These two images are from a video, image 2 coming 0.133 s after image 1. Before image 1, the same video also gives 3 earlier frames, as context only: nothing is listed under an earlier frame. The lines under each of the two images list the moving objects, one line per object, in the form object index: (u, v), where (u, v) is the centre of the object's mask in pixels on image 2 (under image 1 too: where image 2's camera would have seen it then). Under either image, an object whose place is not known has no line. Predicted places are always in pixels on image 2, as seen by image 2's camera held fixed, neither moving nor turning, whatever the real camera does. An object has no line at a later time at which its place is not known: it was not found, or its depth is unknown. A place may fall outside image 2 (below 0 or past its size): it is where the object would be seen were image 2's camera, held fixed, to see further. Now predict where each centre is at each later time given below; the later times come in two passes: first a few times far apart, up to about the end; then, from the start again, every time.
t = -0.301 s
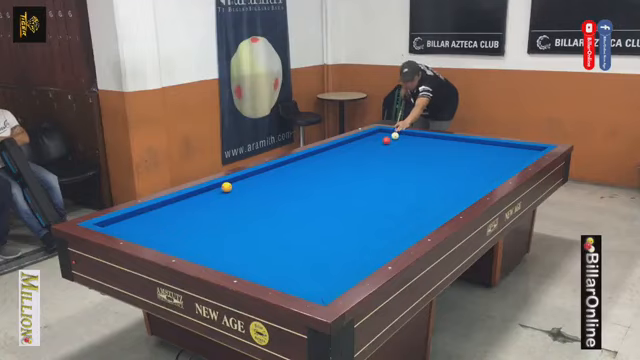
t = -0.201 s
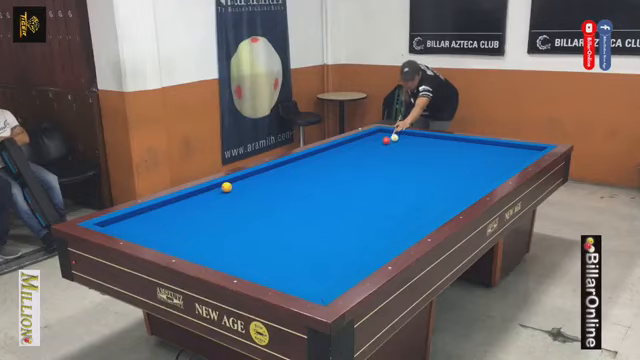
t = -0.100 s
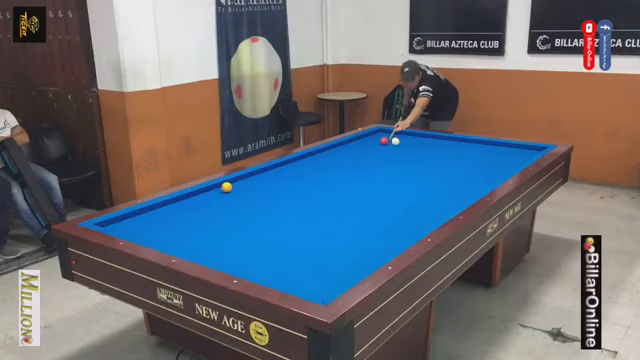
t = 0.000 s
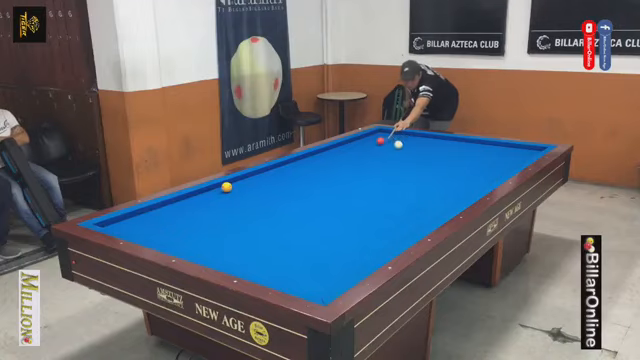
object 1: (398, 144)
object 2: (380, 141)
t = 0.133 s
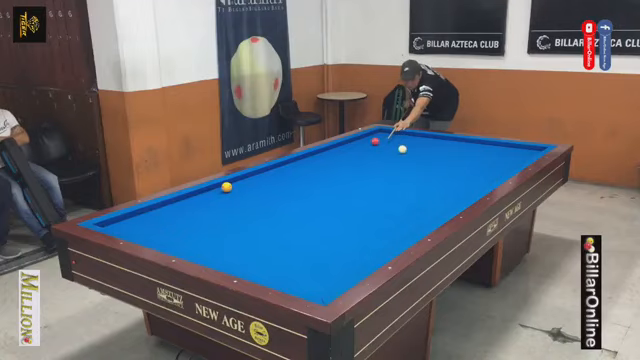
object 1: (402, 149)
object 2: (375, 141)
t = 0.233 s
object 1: (405, 152)
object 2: (371, 142)
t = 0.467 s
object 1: (413, 162)
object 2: (362, 142)
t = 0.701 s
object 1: (423, 172)
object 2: (354, 143)
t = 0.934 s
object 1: (433, 183)
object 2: (346, 144)
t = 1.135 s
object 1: (443, 195)
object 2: (339, 144)
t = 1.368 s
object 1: (448, 207)
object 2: (338, 146)
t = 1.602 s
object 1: (416, 214)
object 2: (337, 146)
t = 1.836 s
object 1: (383, 220)
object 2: (337, 147)
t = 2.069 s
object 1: (350, 226)
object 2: (337, 148)
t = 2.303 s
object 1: (315, 233)
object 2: (336, 149)
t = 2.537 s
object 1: (278, 241)
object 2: (336, 150)
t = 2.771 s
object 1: (239, 248)
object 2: (336, 151)
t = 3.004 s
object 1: (200, 254)
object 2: (336, 152)
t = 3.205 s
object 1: (199, 246)
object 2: (336, 153)
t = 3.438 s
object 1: (199, 235)
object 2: (336, 153)
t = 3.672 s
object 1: (199, 226)
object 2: (336, 154)
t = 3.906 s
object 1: (200, 217)
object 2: (336, 154)
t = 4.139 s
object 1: (200, 209)
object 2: (336, 155)
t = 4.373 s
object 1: (200, 202)
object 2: (336, 156)
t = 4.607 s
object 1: (200, 196)
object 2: (336, 155)
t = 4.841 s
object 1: (204, 191)
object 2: (336, 156)
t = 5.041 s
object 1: (216, 189)
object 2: (336, 156)
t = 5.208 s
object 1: (220, 189)
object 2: (336, 156)
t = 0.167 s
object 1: (403, 150)
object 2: (374, 141)
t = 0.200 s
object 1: (404, 151)
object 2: (372, 141)
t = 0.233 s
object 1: (405, 152)
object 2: (371, 142)
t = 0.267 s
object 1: (406, 154)
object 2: (370, 142)
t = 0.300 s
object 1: (408, 155)
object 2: (368, 142)
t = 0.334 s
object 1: (409, 156)
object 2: (367, 142)
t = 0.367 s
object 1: (410, 157)
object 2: (367, 142)
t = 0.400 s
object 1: (411, 159)
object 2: (365, 142)
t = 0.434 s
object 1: (412, 160)
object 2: (364, 142)
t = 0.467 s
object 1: (413, 162)
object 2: (362, 142)
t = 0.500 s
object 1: (414, 163)
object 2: (361, 143)
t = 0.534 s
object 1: (416, 164)
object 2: (360, 143)
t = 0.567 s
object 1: (417, 166)
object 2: (359, 143)
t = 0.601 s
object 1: (419, 167)
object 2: (358, 143)
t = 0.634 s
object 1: (420, 169)
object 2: (356, 143)
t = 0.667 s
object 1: (421, 170)
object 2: (355, 143)
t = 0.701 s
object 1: (423, 172)
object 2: (354, 143)
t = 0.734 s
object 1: (424, 174)
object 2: (353, 143)
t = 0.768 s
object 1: (425, 175)
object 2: (352, 144)
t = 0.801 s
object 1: (427, 177)
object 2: (351, 144)
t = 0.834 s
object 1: (428, 178)
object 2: (349, 144)
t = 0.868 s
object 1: (430, 180)
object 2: (348, 144)
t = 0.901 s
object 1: (431, 182)
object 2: (347, 144)
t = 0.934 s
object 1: (433, 183)
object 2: (346, 144)
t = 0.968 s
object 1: (434, 185)
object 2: (345, 144)
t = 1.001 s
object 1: (436, 187)
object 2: (344, 144)
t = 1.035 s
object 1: (438, 189)
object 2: (342, 144)
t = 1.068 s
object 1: (439, 190)
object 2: (341, 144)
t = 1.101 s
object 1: (441, 192)
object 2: (340, 144)
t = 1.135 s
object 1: (443, 195)
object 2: (339, 144)
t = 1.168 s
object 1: (445, 196)
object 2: (338, 145)
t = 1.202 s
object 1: (446, 199)
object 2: (338, 145)
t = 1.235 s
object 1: (448, 200)
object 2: (338, 145)
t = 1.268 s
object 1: (450, 203)
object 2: (338, 146)
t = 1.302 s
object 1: (452, 204)
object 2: (338, 146)
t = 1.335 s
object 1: (453, 206)
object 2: (338, 146)
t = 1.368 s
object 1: (448, 207)
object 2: (338, 146)
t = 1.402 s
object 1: (443, 208)
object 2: (337, 146)
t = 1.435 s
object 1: (438, 209)
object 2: (337, 146)
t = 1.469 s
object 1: (434, 210)
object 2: (337, 146)
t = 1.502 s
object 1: (430, 211)
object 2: (337, 146)
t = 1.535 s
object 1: (425, 212)
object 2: (337, 146)
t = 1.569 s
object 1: (421, 213)
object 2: (337, 146)
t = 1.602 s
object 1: (416, 214)
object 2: (337, 146)
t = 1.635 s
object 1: (411, 214)
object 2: (337, 147)
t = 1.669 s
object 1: (407, 215)
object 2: (337, 147)
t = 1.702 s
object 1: (402, 216)
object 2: (337, 147)
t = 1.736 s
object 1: (398, 217)
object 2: (337, 147)
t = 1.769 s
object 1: (393, 218)
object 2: (337, 147)
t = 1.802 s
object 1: (388, 219)
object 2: (337, 147)
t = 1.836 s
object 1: (383, 220)
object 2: (337, 147)
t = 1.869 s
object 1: (379, 221)
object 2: (337, 147)
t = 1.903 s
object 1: (374, 222)
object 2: (337, 148)
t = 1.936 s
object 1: (369, 222)
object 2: (337, 148)
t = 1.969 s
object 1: (364, 224)
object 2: (337, 148)
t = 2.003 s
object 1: (359, 224)
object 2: (337, 148)
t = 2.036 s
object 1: (354, 225)
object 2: (337, 148)
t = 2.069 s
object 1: (350, 226)
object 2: (337, 148)
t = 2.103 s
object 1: (345, 227)
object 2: (337, 149)
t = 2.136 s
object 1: (340, 228)
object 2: (337, 149)
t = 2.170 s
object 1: (335, 229)
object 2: (337, 149)
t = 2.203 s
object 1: (330, 230)
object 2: (337, 149)
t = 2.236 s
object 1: (324, 231)
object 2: (337, 149)
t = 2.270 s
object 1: (320, 232)
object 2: (336, 149)
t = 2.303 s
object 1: (315, 233)
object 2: (336, 149)
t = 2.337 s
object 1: (309, 234)
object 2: (336, 149)
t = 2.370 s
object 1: (305, 235)
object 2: (336, 150)
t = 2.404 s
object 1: (299, 236)
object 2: (336, 150)
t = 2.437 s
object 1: (294, 237)
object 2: (336, 150)
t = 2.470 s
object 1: (288, 238)
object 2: (336, 150)
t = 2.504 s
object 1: (283, 240)
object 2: (336, 150)
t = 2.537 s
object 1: (278, 241)
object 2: (336, 150)
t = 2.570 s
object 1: (273, 242)
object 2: (336, 150)
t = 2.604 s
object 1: (267, 243)
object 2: (336, 151)
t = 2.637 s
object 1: (262, 243)
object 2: (336, 151)
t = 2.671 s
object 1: (256, 245)
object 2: (336, 151)
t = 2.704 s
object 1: (251, 246)
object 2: (336, 151)
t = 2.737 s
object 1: (245, 247)
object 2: (336, 151)
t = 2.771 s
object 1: (239, 248)
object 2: (336, 151)
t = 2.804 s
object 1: (234, 249)
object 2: (336, 151)
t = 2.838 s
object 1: (228, 250)
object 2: (336, 152)
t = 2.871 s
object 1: (223, 252)
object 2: (336, 152)
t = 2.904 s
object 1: (217, 253)
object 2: (336, 152)
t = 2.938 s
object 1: (211, 254)
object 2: (336, 152)
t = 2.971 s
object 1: (205, 253)
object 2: (336, 152)
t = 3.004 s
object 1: (200, 254)
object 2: (336, 152)
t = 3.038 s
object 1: (199, 253)
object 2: (336, 152)
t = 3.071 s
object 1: (199, 252)
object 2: (336, 153)
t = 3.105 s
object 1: (199, 251)
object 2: (336, 153)
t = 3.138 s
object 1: (199, 249)
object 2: (336, 153)
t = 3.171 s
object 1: (199, 247)
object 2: (336, 153)
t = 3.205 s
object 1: (199, 246)
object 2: (336, 153)
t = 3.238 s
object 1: (199, 244)
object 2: (336, 153)
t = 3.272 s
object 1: (199, 243)
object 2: (336, 153)
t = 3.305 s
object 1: (199, 241)
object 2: (336, 153)
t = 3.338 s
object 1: (199, 240)
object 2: (336, 153)
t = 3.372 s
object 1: (199, 238)
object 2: (336, 153)
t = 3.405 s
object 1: (199, 237)
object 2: (336, 153)
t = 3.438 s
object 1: (199, 235)
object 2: (336, 153)
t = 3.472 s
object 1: (199, 234)
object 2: (336, 153)
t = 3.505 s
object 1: (199, 232)
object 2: (336, 153)
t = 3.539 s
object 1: (199, 231)
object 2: (336, 154)
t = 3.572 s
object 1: (199, 230)
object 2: (336, 154)
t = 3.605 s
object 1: (199, 229)
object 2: (336, 154)
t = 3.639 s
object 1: (199, 227)
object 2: (336, 154)
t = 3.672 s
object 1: (199, 226)
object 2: (336, 154)
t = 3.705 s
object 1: (199, 225)
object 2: (336, 154)
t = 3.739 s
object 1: (199, 223)
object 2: (336, 154)
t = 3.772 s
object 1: (200, 222)
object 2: (336, 154)
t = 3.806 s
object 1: (200, 221)
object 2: (336, 154)
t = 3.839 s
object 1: (200, 220)
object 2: (336, 154)
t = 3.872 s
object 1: (200, 218)
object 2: (336, 154)
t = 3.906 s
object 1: (200, 217)
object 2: (336, 154)
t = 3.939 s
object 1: (200, 216)
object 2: (336, 154)
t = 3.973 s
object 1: (200, 215)
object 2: (336, 155)
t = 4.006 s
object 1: (200, 214)
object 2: (336, 155)
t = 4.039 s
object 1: (200, 213)
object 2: (336, 155)
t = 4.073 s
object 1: (200, 211)
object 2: (336, 155)
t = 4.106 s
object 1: (200, 210)
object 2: (336, 155)
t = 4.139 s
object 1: (200, 209)
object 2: (336, 155)
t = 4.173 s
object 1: (200, 208)
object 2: (336, 155)
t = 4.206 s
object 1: (200, 207)
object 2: (336, 155)
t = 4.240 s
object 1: (200, 206)
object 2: (336, 155)
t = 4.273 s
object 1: (200, 205)
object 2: (336, 155)
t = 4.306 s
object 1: (200, 204)
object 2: (336, 155)
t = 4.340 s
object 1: (200, 203)
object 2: (336, 155)
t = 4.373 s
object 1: (200, 202)
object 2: (336, 156)
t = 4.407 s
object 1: (200, 201)
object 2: (336, 155)
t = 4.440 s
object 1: (200, 200)
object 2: (336, 156)
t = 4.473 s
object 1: (200, 199)
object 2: (336, 156)
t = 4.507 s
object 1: (200, 199)
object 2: (336, 156)
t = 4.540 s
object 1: (200, 198)
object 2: (336, 155)
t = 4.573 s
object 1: (200, 197)
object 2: (336, 155)
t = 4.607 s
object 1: (200, 196)
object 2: (336, 155)
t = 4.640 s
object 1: (200, 195)
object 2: (336, 156)
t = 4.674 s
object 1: (200, 194)
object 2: (336, 155)
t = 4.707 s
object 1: (200, 193)
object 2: (336, 156)
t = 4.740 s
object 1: (200, 192)
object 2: (336, 156)
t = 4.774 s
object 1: (200, 192)
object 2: (336, 156)
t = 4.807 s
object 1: (201, 191)
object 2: (336, 156)
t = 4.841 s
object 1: (204, 191)
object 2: (336, 156)
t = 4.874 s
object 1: (206, 190)
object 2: (336, 156)
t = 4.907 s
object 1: (208, 190)
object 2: (336, 156)
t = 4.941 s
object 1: (210, 190)
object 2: (336, 156)
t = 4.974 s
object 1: (212, 190)
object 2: (336, 156)
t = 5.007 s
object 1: (214, 190)
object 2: (336, 156)
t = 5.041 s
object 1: (216, 189)
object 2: (336, 156)
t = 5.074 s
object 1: (217, 189)
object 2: (336, 156)
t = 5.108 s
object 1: (218, 189)
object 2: (336, 156)
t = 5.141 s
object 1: (219, 189)
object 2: (336, 156)
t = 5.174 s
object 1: (219, 190)
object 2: (336, 156)
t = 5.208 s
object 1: (220, 189)
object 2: (336, 156)
